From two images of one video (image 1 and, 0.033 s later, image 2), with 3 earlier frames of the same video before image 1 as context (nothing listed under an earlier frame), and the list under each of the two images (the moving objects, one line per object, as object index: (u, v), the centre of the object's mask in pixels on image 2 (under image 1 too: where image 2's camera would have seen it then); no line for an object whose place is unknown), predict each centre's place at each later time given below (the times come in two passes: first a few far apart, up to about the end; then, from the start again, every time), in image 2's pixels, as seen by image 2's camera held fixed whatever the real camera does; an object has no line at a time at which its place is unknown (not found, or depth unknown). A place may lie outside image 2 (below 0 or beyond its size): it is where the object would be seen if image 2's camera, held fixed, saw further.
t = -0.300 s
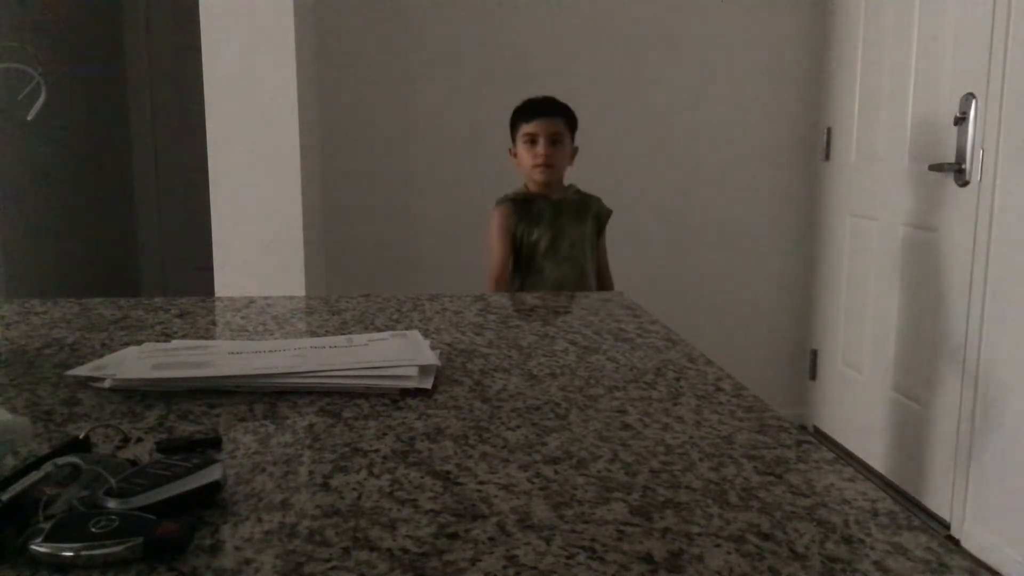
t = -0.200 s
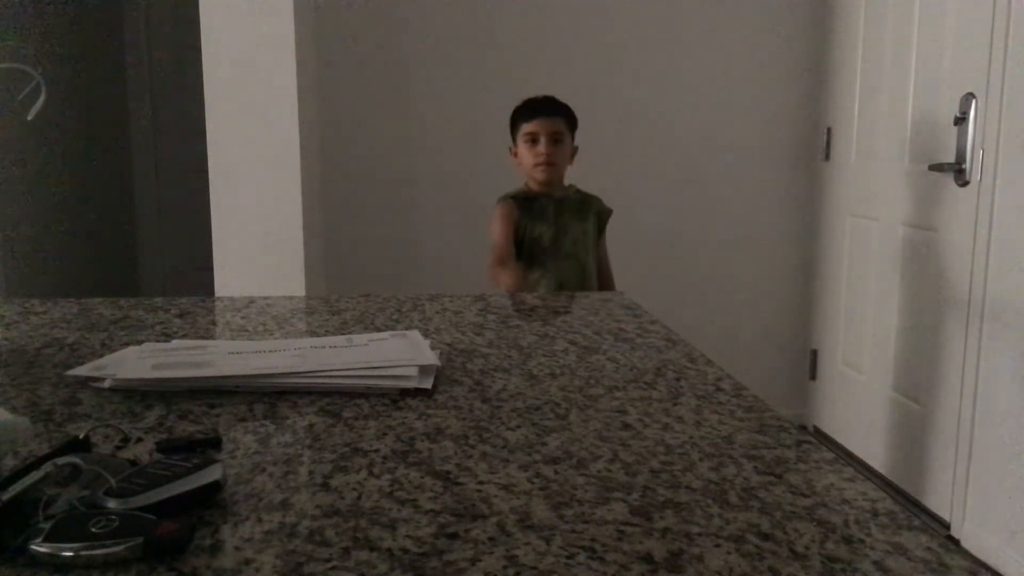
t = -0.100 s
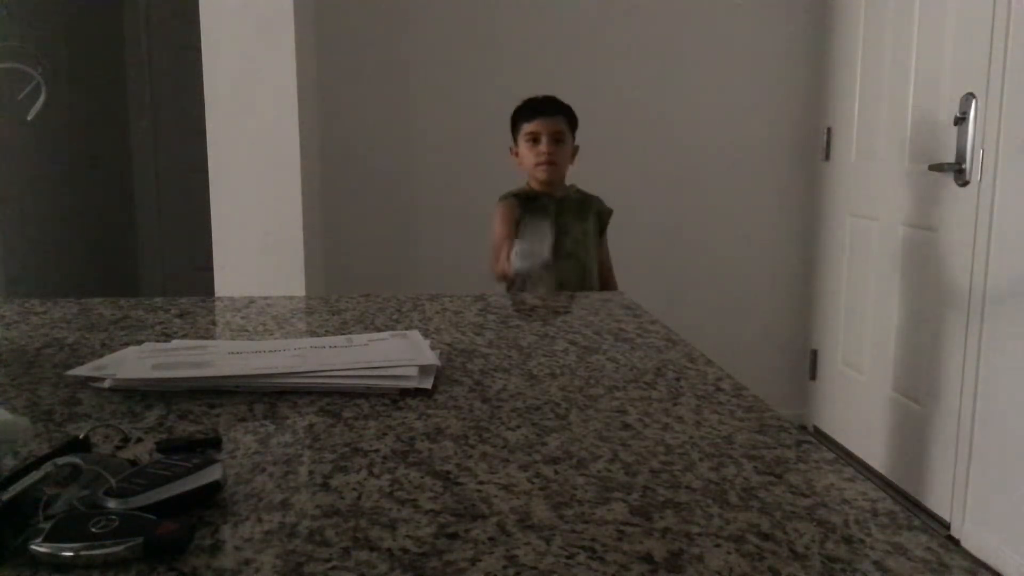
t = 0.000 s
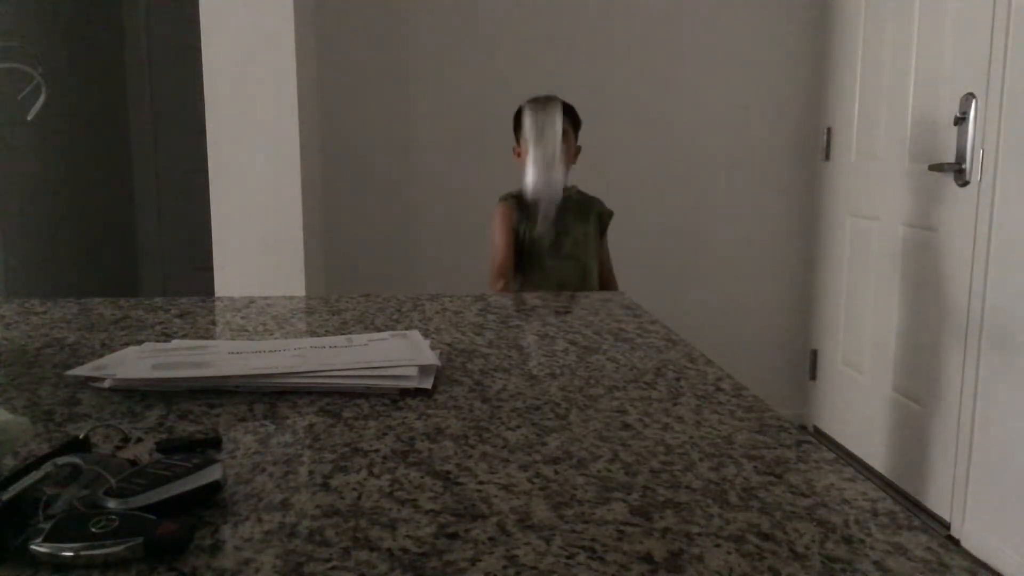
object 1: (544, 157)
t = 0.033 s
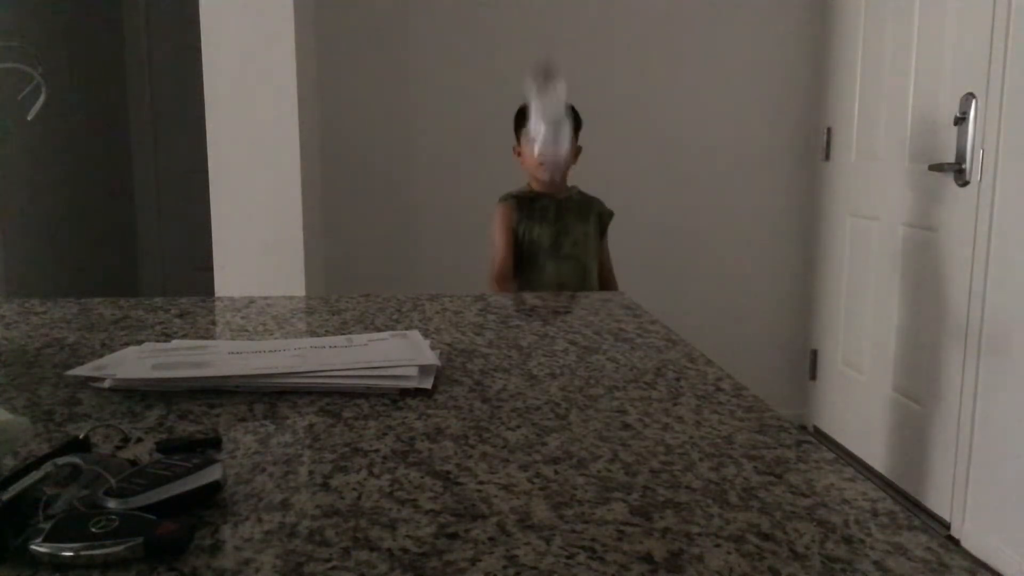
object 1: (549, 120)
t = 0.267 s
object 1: (571, 35)
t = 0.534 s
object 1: (628, 324)
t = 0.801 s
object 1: (612, 338)
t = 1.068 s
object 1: (595, 339)
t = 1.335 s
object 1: (576, 341)
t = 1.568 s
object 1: (547, 344)
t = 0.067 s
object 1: (553, 75)
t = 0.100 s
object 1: (558, 41)
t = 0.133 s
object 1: (559, 21)
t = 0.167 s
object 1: (558, 17)
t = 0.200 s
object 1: (560, 19)
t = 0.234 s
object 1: (566, 25)
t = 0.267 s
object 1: (571, 35)
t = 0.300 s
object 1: (579, 50)
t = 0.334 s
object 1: (588, 69)
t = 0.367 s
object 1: (593, 108)
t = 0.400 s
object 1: (599, 185)
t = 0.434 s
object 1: (608, 240)
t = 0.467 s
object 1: (615, 268)
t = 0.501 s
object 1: (625, 318)
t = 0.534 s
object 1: (628, 324)
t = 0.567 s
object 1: (630, 330)
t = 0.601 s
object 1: (627, 332)
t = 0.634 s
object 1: (624, 334)
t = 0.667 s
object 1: (624, 335)
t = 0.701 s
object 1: (623, 336)
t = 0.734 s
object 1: (620, 336)
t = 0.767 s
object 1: (615, 338)
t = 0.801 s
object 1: (612, 338)
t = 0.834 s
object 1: (610, 339)
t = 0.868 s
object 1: (608, 338)
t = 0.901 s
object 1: (607, 338)
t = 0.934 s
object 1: (604, 338)
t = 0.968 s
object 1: (602, 339)
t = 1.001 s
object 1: (598, 339)
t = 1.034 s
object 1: (596, 339)
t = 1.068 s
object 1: (595, 339)
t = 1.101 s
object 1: (594, 340)
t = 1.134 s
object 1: (593, 339)
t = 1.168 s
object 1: (590, 339)
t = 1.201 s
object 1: (588, 340)
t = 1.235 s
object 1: (586, 340)
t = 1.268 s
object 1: (584, 340)
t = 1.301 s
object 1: (581, 341)
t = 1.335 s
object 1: (576, 341)
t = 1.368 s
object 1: (573, 342)
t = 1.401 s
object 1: (569, 343)
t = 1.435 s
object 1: (564, 344)
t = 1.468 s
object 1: (559, 344)
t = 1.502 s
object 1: (556, 344)
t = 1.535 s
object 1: (552, 343)
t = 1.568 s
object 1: (547, 344)
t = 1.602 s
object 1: (542, 346)
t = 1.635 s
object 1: (540, 346)
